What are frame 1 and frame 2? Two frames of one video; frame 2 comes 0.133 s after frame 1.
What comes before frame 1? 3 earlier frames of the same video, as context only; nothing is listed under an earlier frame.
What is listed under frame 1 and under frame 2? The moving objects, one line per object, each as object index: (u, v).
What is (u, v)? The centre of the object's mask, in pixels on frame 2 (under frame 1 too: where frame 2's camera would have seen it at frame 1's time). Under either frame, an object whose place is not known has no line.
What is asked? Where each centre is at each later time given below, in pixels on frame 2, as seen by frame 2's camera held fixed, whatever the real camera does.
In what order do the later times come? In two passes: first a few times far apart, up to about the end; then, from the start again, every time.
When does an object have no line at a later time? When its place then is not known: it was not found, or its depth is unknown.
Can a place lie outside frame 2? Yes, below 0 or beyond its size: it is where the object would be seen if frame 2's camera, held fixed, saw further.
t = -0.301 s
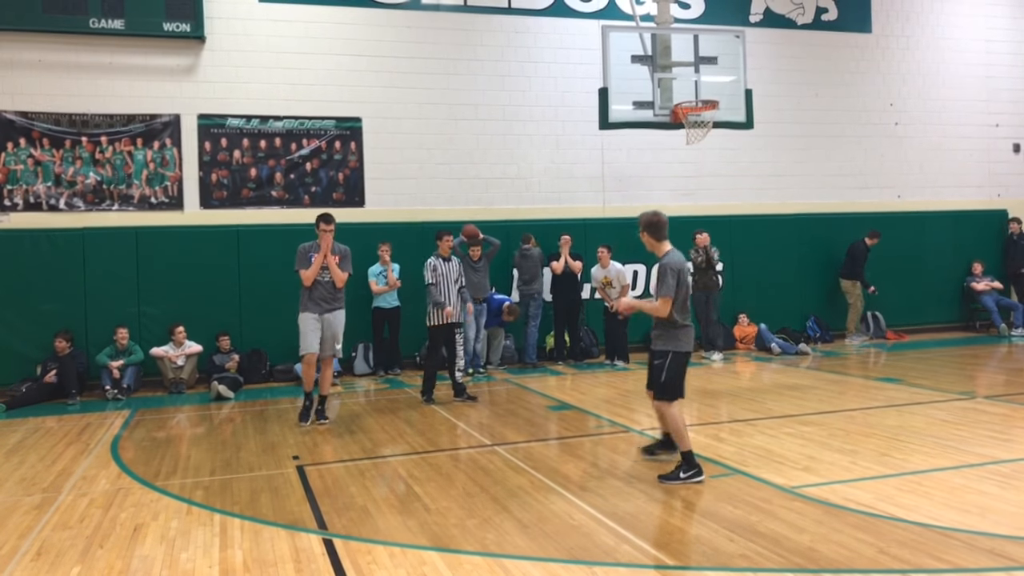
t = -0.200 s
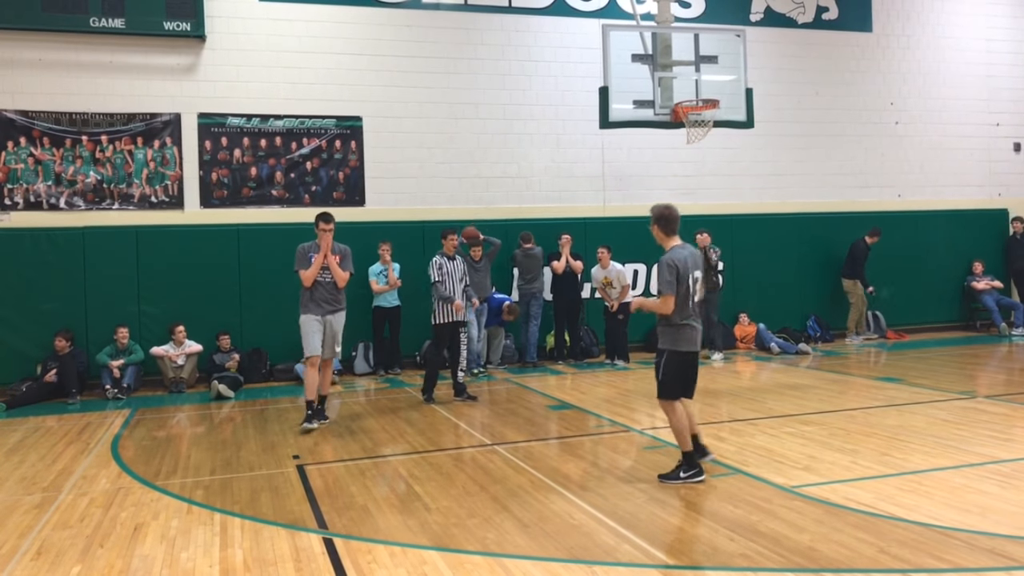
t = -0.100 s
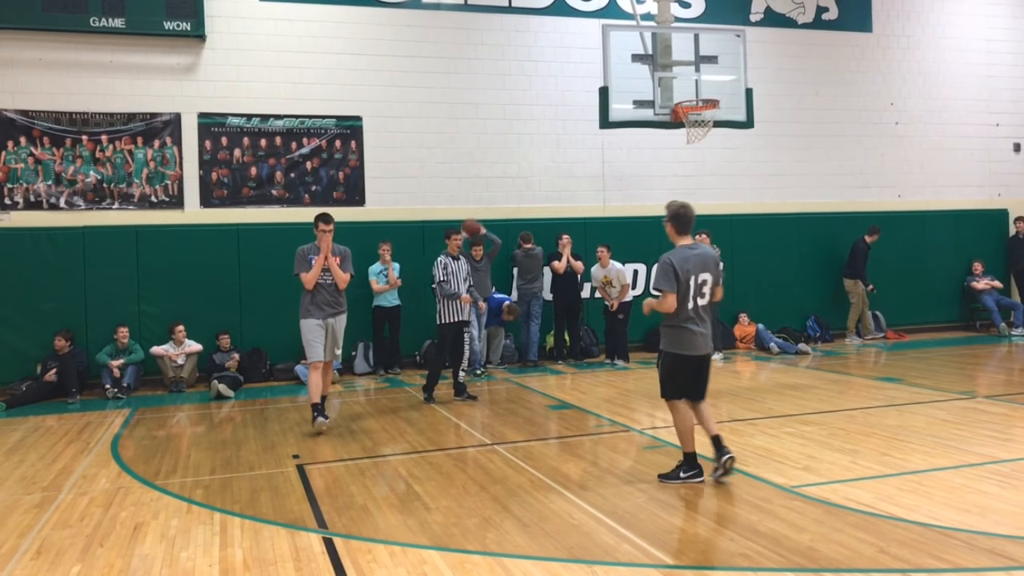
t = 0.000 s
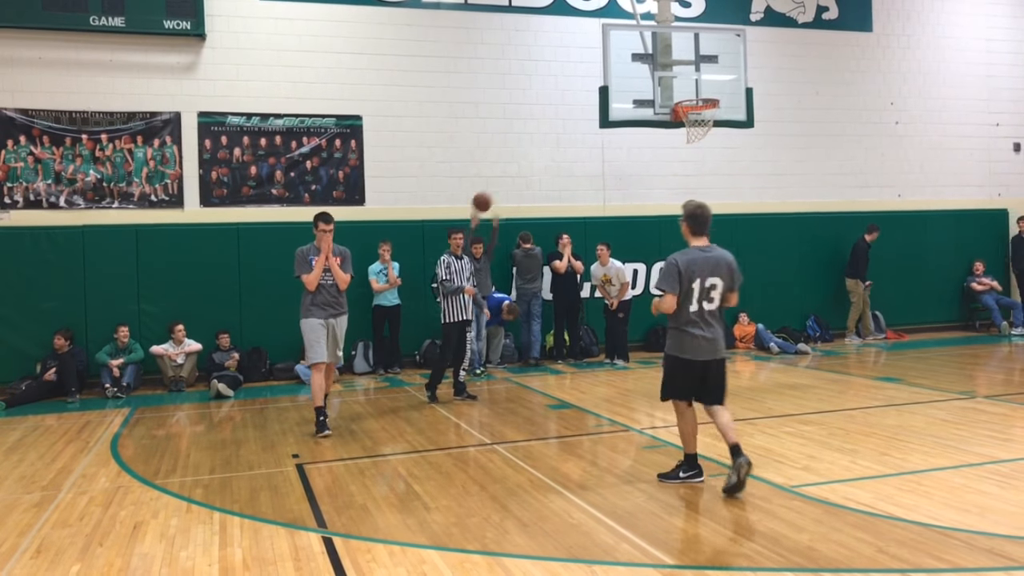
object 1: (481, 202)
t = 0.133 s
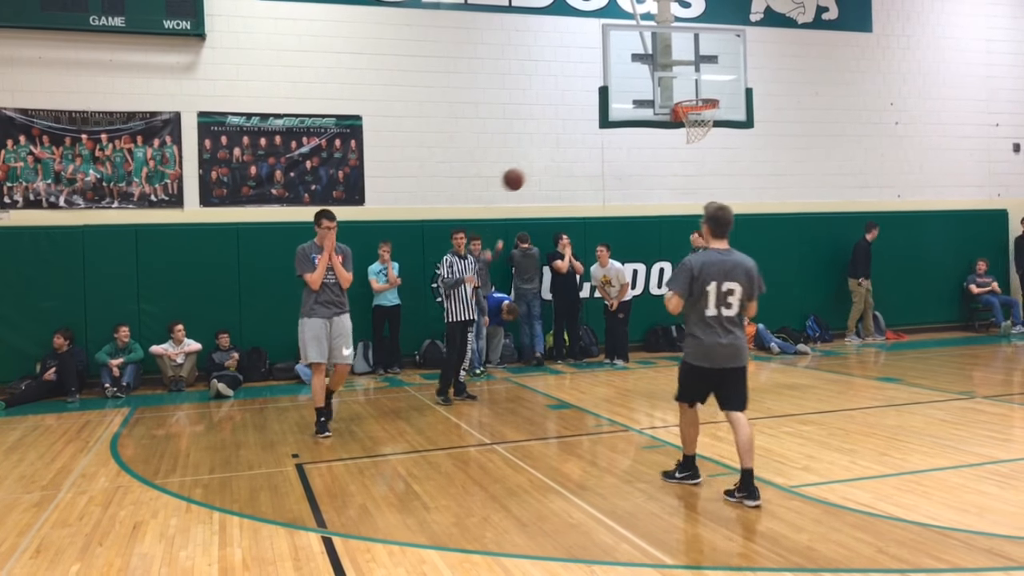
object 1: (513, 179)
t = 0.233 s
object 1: (542, 170)
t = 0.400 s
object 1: (603, 178)
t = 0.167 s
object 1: (522, 175)
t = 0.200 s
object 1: (531, 172)
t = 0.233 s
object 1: (542, 170)
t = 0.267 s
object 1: (553, 169)
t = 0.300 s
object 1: (564, 170)
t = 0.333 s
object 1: (576, 171)
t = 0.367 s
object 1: (589, 174)
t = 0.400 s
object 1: (603, 178)
